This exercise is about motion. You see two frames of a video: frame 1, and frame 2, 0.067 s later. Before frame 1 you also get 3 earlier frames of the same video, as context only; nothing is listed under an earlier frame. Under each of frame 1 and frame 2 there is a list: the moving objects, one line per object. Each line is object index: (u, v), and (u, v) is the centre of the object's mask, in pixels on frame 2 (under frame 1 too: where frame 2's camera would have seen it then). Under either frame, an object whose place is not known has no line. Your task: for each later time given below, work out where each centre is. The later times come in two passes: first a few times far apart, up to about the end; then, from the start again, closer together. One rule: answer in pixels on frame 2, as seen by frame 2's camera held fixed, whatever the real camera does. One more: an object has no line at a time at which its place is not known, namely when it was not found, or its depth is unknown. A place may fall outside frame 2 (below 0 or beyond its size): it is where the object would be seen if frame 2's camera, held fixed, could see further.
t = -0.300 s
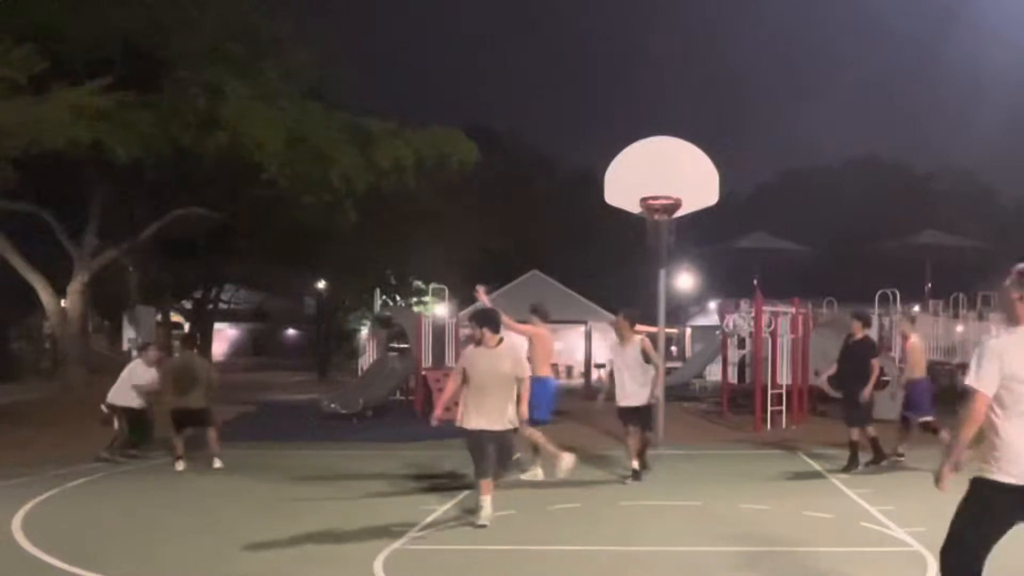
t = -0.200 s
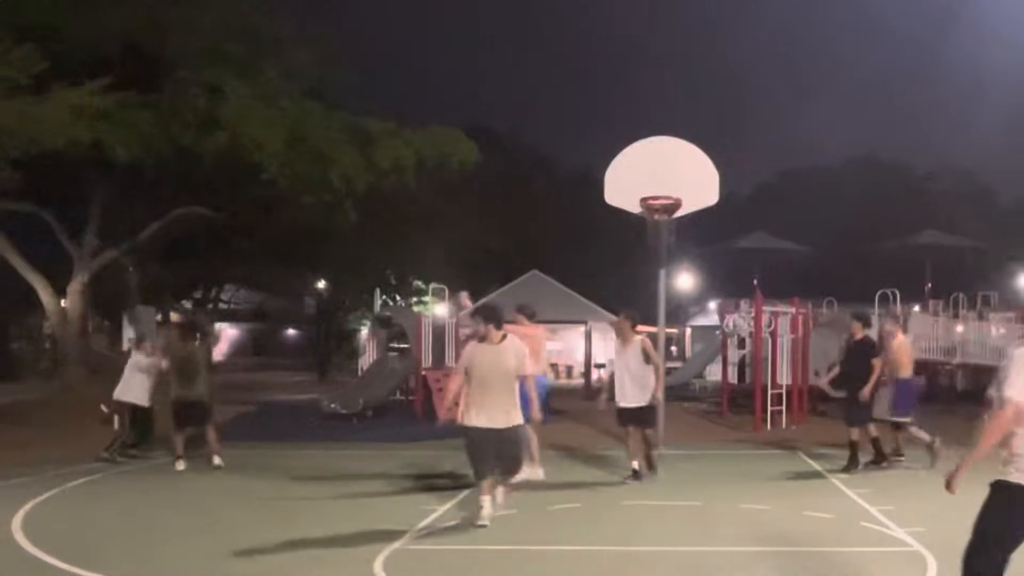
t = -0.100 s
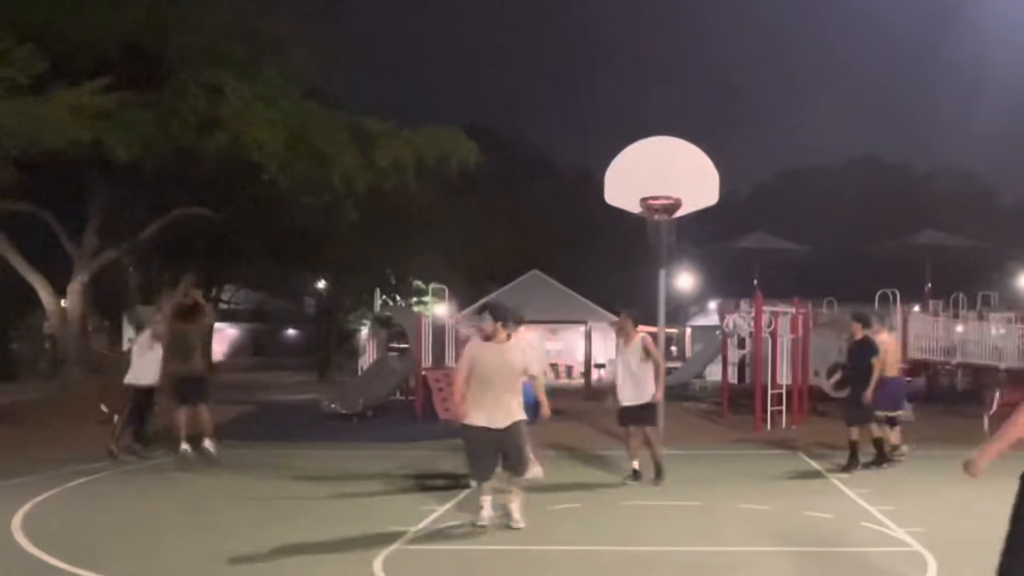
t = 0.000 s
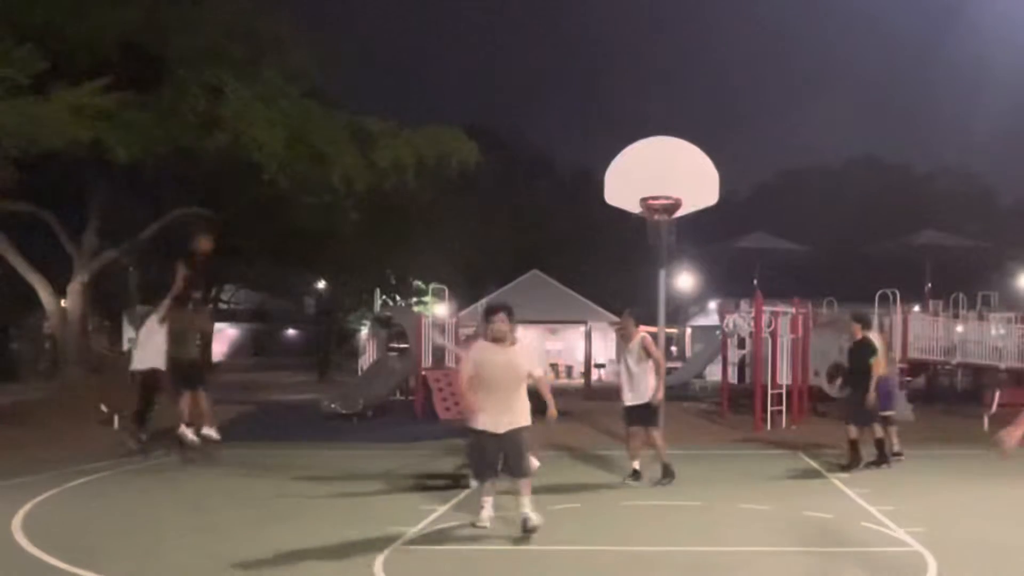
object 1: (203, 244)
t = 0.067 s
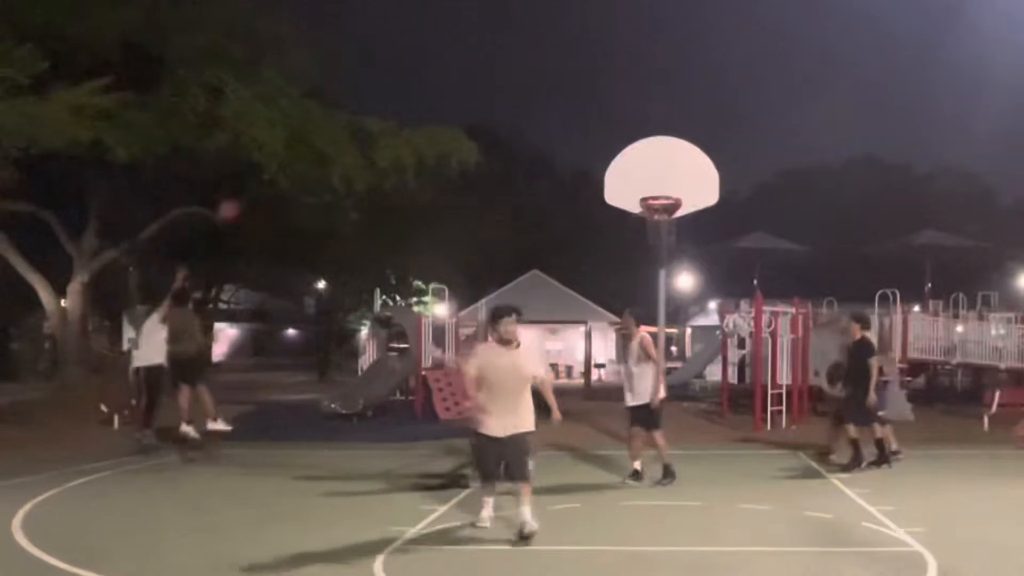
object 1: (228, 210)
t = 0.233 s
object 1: (288, 143)
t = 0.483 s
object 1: (382, 79)
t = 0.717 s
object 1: (470, 66)
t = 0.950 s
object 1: (559, 98)
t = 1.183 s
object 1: (648, 177)
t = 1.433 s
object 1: (660, 219)
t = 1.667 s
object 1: (656, 236)
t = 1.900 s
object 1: (652, 284)
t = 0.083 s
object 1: (234, 203)
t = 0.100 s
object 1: (240, 195)
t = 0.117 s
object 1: (246, 188)
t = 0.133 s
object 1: (252, 181)
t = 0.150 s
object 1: (258, 174)
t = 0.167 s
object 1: (264, 166)
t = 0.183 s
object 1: (269, 161)
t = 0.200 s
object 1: (276, 153)
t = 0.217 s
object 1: (284, 146)
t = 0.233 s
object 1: (288, 143)
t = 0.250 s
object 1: (295, 137)
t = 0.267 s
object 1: (302, 130)
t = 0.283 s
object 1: (306, 127)
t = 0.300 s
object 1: (315, 122)
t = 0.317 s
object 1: (321, 115)
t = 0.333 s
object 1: (326, 111)
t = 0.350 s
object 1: (334, 106)
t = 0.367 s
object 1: (339, 103)
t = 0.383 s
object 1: (346, 99)
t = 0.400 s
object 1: (352, 95)
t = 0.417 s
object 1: (357, 92)
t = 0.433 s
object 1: (363, 88)
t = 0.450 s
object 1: (370, 85)
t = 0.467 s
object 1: (376, 81)
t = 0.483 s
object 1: (382, 79)
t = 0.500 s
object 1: (388, 77)
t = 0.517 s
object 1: (395, 75)
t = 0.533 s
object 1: (401, 73)
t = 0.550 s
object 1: (407, 71)
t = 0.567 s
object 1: (413, 70)
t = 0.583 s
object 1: (420, 68)
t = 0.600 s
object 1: (426, 67)
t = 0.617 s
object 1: (431, 66)
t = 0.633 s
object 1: (438, 65)
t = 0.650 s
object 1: (445, 65)
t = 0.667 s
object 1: (451, 65)
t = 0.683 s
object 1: (456, 65)
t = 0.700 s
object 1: (464, 66)
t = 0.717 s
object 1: (470, 66)
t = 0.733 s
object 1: (477, 68)
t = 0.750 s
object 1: (483, 68)
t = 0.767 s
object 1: (489, 69)
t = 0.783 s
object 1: (496, 71)
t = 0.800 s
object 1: (502, 72)
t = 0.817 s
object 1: (508, 74)
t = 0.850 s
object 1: (521, 79)
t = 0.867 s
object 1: (528, 81)
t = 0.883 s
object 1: (534, 84)
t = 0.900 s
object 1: (541, 87)
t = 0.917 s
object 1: (547, 91)
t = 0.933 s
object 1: (554, 94)
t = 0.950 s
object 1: (559, 98)
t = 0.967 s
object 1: (566, 102)
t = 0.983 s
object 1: (573, 107)
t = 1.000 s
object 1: (579, 111)
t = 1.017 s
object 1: (585, 116)
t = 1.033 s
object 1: (592, 121)
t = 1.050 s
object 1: (598, 126)
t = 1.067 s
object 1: (604, 131)
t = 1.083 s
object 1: (611, 137)
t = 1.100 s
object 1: (616, 143)
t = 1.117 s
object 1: (622, 149)
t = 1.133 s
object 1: (629, 157)
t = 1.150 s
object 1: (635, 164)
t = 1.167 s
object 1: (642, 170)
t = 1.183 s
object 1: (648, 177)
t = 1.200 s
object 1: (655, 185)
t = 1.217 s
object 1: (661, 192)
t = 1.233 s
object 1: (665, 196)
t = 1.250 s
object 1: (668, 200)
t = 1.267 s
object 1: (668, 207)
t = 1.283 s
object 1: (675, 207)
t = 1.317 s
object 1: (665, 213)
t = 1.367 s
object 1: (665, 215)
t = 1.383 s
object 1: (660, 218)
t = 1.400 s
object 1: (660, 217)
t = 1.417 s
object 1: (660, 216)
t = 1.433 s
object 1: (660, 219)
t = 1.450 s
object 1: (660, 220)
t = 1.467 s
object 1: (660, 221)
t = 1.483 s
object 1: (660, 221)
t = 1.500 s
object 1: (659, 222)
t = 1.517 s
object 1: (658, 223)
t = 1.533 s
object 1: (658, 224)
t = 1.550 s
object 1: (658, 224)
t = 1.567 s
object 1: (658, 224)
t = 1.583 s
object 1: (658, 226)
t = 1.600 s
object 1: (658, 227)
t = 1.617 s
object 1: (657, 230)
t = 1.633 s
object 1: (657, 232)
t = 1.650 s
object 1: (656, 234)
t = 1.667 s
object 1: (656, 236)
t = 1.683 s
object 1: (655, 238)
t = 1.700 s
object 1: (655, 239)
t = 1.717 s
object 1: (655, 242)
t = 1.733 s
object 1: (655, 246)
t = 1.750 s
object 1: (655, 248)
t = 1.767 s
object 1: (654, 251)
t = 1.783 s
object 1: (654, 255)
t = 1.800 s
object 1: (653, 258)
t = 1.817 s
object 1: (653, 262)
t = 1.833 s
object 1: (653, 266)
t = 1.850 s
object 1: (652, 269)
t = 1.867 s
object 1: (652, 274)
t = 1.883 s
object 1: (653, 279)
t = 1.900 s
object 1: (652, 284)
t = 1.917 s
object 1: (651, 290)
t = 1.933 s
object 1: (652, 295)
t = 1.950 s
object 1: (651, 300)
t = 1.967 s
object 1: (651, 305)
